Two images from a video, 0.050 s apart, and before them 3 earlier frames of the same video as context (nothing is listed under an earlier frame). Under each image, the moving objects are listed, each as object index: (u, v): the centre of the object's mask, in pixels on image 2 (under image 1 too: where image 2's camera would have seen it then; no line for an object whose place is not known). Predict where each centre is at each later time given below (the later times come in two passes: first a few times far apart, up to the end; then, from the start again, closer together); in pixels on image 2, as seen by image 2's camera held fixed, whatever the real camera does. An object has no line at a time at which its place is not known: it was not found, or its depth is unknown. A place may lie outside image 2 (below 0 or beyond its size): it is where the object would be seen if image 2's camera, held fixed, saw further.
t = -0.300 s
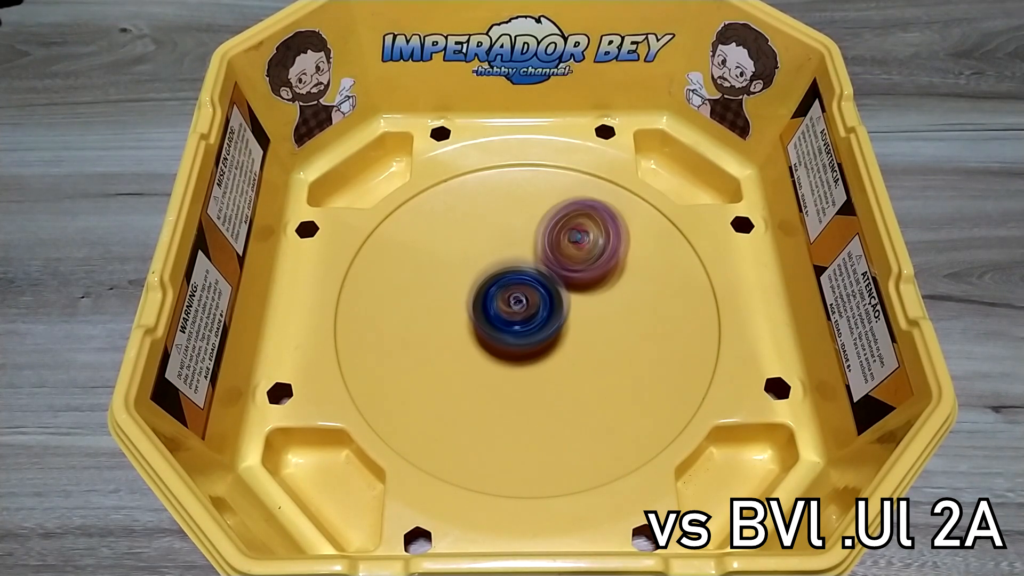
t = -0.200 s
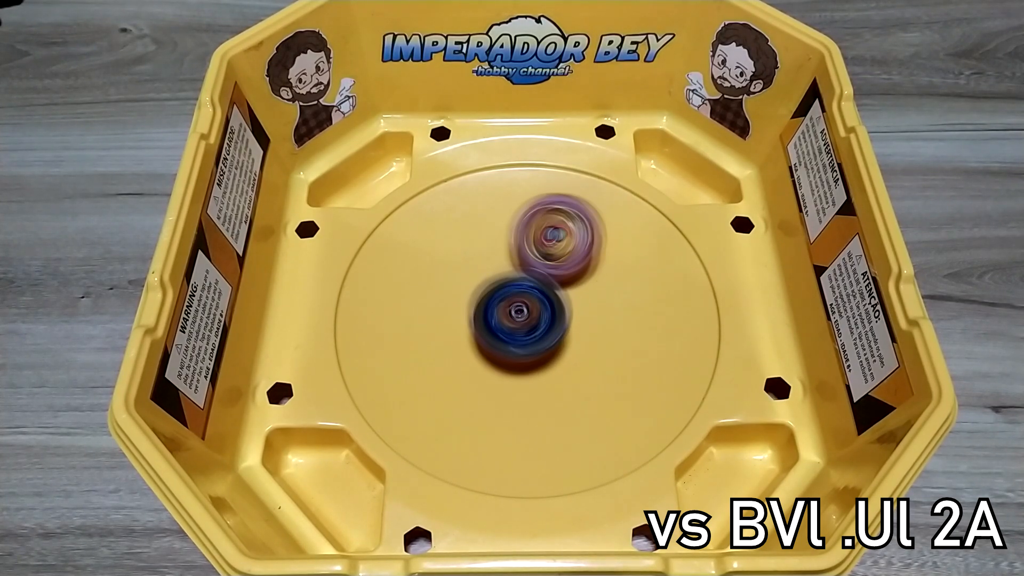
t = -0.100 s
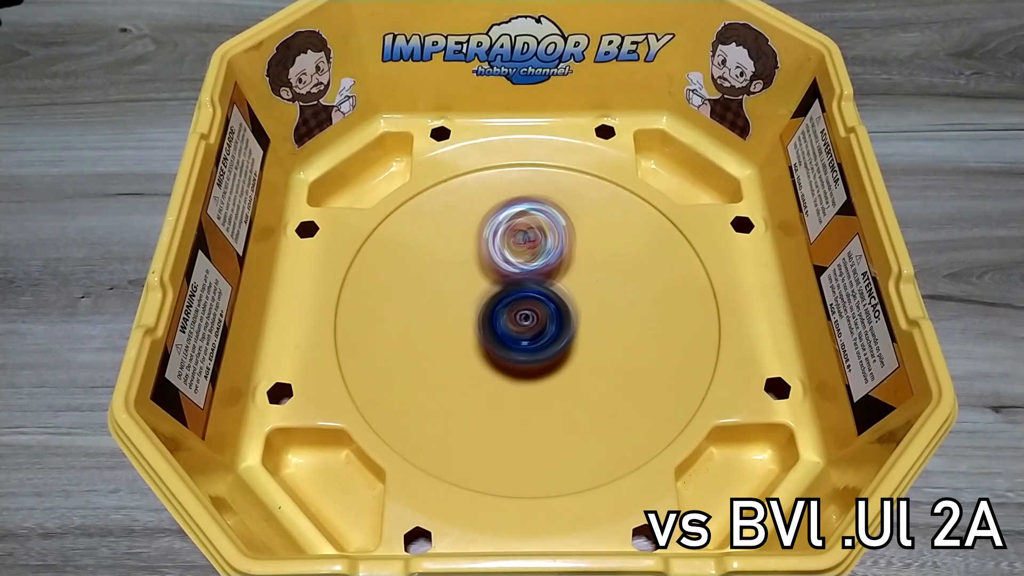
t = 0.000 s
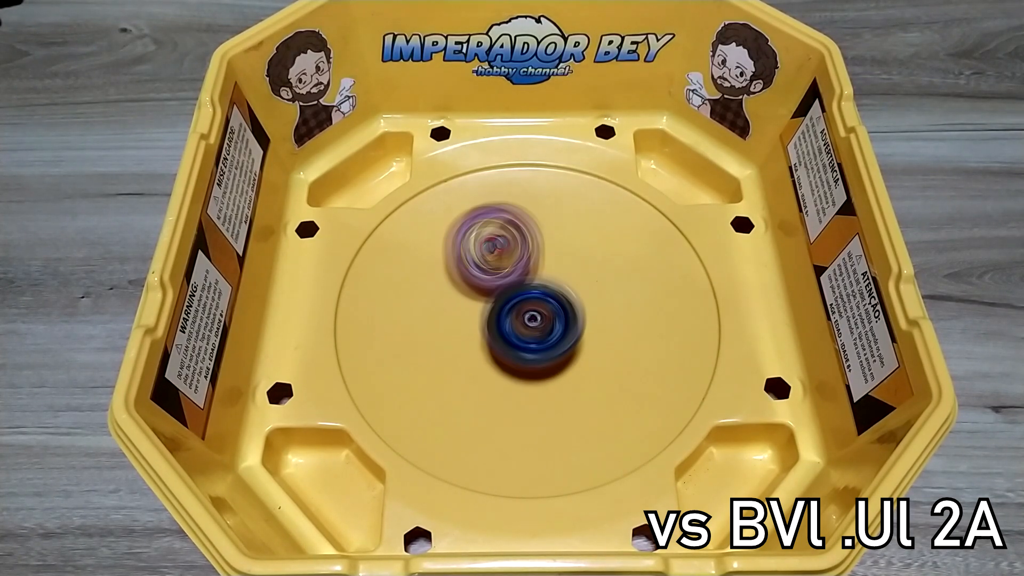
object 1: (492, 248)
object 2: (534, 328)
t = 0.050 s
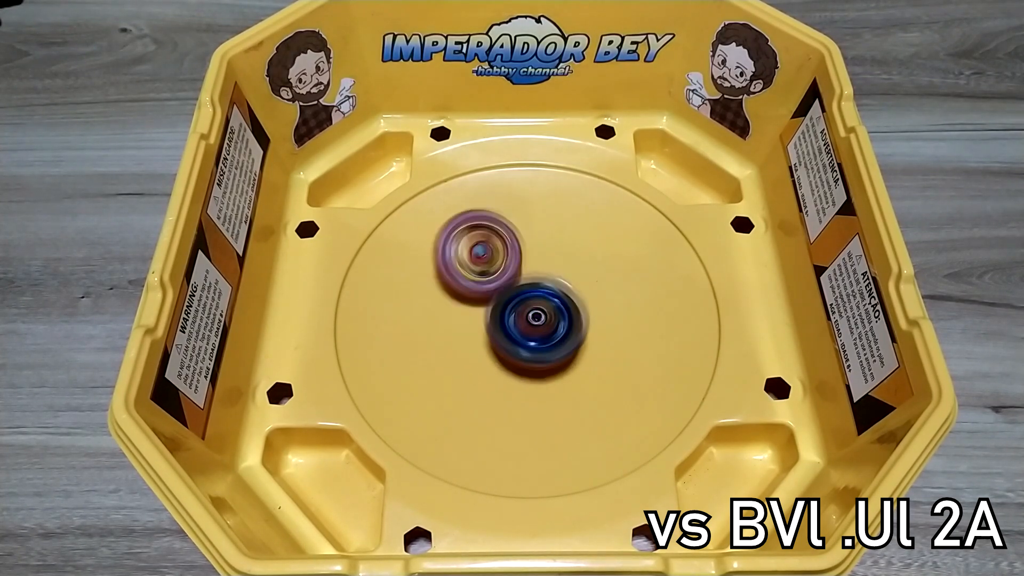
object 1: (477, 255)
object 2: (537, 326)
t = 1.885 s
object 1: (457, 253)
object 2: (522, 311)
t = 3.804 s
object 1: (438, 323)
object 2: (546, 301)
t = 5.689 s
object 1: (498, 293)
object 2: (546, 374)
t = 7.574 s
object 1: (499, 294)
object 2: (585, 282)
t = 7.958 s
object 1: (499, 294)
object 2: (585, 282)
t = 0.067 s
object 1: (473, 257)
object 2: (538, 326)
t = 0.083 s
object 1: (468, 262)
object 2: (539, 324)
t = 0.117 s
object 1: (460, 268)
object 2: (540, 322)
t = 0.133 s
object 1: (456, 270)
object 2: (540, 321)
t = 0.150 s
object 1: (452, 274)
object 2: (540, 318)
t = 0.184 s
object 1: (445, 281)
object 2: (541, 315)
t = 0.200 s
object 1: (443, 282)
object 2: (541, 314)
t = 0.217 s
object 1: (439, 288)
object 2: (540, 313)
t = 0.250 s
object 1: (434, 296)
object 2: (540, 309)
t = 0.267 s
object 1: (434, 297)
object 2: (539, 308)
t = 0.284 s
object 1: (432, 302)
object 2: (539, 305)
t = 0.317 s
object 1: (431, 310)
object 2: (537, 304)
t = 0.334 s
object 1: (430, 312)
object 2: (536, 302)
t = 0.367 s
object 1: (431, 319)
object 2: (533, 298)
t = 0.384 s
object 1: (431, 324)
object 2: (531, 297)
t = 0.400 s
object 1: (432, 325)
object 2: (531, 297)
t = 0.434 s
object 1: (434, 331)
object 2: (526, 295)
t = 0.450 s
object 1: (437, 335)
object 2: (524, 294)
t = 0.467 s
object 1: (438, 338)
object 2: (523, 293)
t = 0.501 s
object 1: (444, 344)
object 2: (521, 291)
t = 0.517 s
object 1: (447, 346)
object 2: (517, 291)
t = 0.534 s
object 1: (449, 350)
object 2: (517, 291)
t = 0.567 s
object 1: (454, 356)
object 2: (517, 289)
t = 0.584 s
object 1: (459, 361)
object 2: (517, 287)
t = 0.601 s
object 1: (463, 364)
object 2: (517, 286)
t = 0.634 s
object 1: (473, 370)
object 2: (517, 282)
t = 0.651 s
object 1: (478, 374)
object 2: (516, 281)
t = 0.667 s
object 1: (483, 374)
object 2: (516, 280)
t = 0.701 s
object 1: (495, 378)
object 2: (516, 279)
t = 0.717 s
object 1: (501, 381)
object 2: (516, 279)
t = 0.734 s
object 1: (508, 380)
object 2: (516, 278)
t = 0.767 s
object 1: (520, 382)
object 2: (515, 277)
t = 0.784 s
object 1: (525, 384)
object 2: (514, 277)
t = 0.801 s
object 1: (532, 382)
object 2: (514, 277)
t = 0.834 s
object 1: (545, 380)
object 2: (515, 276)
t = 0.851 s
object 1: (550, 381)
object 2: (514, 277)
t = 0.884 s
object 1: (563, 378)
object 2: (513, 279)
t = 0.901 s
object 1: (569, 375)
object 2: (514, 279)
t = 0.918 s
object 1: (572, 374)
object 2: (514, 279)
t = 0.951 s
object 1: (582, 369)
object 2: (515, 284)
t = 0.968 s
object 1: (589, 365)
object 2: (516, 285)
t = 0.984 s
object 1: (591, 363)
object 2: (518, 287)
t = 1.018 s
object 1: (601, 354)
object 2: (518, 289)
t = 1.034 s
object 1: (604, 352)
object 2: (520, 291)
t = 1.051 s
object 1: (606, 348)
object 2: (521, 294)
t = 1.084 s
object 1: (611, 340)
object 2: (523, 297)
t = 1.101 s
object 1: (613, 336)
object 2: (526, 299)
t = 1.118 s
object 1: (614, 332)
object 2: (527, 300)
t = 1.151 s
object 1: (621, 323)
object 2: (529, 302)
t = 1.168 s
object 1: (624, 320)
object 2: (529, 304)
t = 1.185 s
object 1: (625, 315)
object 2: (529, 304)
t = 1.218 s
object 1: (628, 306)
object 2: (528, 305)
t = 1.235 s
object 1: (627, 302)
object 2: (526, 307)
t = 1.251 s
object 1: (627, 298)
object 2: (525, 307)
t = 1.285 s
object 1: (625, 291)
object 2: (526, 307)
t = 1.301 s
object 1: (623, 286)
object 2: (525, 307)
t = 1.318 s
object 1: (622, 283)
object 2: (524, 309)
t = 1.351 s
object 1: (619, 276)
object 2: (523, 311)
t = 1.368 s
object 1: (616, 272)
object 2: (523, 311)
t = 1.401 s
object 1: (609, 266)
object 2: (523, 312)
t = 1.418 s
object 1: (607, 263)
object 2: (523, 313)
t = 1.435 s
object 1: (603, 260)
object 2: (522, 314)
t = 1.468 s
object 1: (595, 254)
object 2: (522, 314)
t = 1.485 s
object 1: (592, 252)
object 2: (522, 314)
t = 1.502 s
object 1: (587, 249)
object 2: (522, 315)
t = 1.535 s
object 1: (577, 245)
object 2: (522, 314)
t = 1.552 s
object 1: (573, 243)
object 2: (522, 315)
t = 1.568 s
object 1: (567, 242)
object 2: (522, 314)
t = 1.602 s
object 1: (556, 237)
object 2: (521, 313)
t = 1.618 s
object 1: (550, 236)
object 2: (521, 313)
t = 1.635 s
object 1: (543, 235)
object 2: (522, 313)
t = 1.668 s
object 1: (531, 233)
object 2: (521, 314)
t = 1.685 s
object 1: (525, 233)
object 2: (521, 314)
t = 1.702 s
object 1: (519, 234)
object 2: (521, 315)
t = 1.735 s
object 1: (507, 235)
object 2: (520, 316)
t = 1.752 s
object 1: (501, 237)
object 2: (521, 316)
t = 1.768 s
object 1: (494, 237)
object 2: (520, 316)
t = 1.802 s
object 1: (482, 241)
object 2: (522, 313)
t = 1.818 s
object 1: (477, 242)
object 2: (522, 312)
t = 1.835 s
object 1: (472, 244)
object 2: (522, 312)
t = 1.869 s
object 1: (462, 249)
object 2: (523, 311)
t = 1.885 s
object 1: (457, 253)
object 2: (522, 311)
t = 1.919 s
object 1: (450, 260)
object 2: (522, 309)
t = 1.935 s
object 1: (446, 262)
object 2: (523, 309)
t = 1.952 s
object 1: (442, 266)
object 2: (523, 307)
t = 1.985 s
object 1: (437, 274)
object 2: (522, 307)
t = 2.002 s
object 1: (434, 277)
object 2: (521, 306)
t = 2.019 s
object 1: (432, 282)
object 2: (521, 304)
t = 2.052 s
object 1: (429, 291)
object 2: (522, 304)
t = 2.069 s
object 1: (428, 293)
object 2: (520, 304)
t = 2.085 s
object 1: (427, 300)
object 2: (519, 303)
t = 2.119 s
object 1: (426, 309)
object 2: (519, 301)
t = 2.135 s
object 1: (426, 311)
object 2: (519, 300)
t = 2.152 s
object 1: (427, 318)
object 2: (518, 300)
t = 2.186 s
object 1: (429, 327)
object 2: (519, 299)
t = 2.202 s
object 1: (430, 329)
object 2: (520, 298)
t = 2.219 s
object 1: (434, 333)
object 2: (521, 297)
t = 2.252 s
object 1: (438, 342)
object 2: (522, 295)
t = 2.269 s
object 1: (443, 344)
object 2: (523, 296)
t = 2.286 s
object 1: (447, 350)
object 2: (524, 297)
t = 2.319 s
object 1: (455, 356)
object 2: (524, 296)
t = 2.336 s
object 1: (460, 358)
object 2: (526, 295)
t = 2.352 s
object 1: (467, 363)
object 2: (527, 294)
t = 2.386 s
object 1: (477, 369)
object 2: (527, 293)
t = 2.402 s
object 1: (484, 370)
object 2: (528, 292)
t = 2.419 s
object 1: (490, 373)
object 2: (529, 291)
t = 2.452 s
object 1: (501, 375)
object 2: (531, 292)
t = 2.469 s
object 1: (507, 376)
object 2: (530, 290)
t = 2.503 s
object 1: (522, 376)
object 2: (532, 290)
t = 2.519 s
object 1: (529, 376)
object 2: (532, 290)
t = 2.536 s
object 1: (536, 376)
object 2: (532, 289)
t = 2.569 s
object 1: (551, 375)
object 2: (532, 288)
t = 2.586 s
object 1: (556, 375)
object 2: (532, 288)
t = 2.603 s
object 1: (564, 373)
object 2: (533, 288)
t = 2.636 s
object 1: (576, 367)
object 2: (533, 289)
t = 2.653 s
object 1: (579, 365)
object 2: (533, 289)
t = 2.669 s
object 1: (585, 363)
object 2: (532, 290)
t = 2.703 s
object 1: (596, 357)
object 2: (532, 291)
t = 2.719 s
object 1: (598, 355)
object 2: (532, 293)
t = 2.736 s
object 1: (605, 350)
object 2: (533, 294)
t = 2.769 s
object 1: (610, 343)
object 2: (534, 295)
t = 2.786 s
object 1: (612, 339)
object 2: (534, 295)
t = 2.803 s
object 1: (618, 335)
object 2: (534, 295)
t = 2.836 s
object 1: (621, 328)
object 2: (531, 297)
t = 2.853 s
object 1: (622, 324)
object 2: (530, 297)
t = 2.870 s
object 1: (623, 320)
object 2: (529, 297)
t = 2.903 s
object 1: (623, 311)
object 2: (528, 299)
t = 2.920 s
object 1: (623, 309)
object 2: (527, 299)
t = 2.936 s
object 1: (622, 303)
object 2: (527, 299)
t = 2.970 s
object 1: (620, 295)
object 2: (525, 299)
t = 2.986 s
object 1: (618, 292)
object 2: (524, 300)
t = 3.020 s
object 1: (614, 285)
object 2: (522, 303)
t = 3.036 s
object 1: (611, 281)
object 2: (522, 304)
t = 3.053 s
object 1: (610, 279)
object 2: (522, 305)
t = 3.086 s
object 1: (603, 271)
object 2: (522, 308)
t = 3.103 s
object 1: (599, 266)
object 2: (522, 308)
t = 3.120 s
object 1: (597, 265)
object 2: (522, 309)
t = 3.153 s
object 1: (587, 257)
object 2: (519, 311)
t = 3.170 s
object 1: (581, 252)
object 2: (516, 313)
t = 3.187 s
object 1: (579, 251)
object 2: (515, 315)
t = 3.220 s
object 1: (571, 247)
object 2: (512, 319)
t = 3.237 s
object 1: (563, 245)
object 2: (509, 321)
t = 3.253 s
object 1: (562, 244)
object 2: (508, 324)
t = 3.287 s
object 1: (552, 244)
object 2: (506, 330)
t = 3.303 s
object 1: (547, 242)
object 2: (505, 332)
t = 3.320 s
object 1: (542, 242)
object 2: (504, 335)
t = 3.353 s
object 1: (530, 244)
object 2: (503, 338)
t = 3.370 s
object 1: (524, 244)
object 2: (505, 340)
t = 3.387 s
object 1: (519, 244)
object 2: (506, 342)
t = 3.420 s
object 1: (507, 245)
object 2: (509, 344)
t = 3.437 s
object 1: (502, 247)
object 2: (510, 345)
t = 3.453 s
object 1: (497, 249)
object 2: (512, 345)
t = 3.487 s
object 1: (488, 252)
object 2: (515, 345)
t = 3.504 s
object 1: (482, 255)
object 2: (517, 344)
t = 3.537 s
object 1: (474, 260)
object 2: (521, 341)
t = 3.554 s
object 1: (471, 263)
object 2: (522, 339)
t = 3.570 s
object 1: (467, 264)
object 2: (523, 338)
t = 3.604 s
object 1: (459, 273)
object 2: (525, 334)
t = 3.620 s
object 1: (456, 277)
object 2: (526, 330)
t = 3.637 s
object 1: (455, 279)
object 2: (528, 328)
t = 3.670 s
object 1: (448, 290)
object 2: (530, 324)
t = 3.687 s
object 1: (447, 294)
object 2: (531, 322)
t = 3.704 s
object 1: (445, 296)
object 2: (535, 318)
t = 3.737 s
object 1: (438, 306)
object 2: (539, 313)
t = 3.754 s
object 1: (438, 310)
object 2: (541, 310)
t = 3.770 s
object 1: (438, 313)
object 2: (543, 308)
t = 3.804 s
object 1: (438, 323)
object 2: (546, 301)
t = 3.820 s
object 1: (440, 329)
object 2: (547, 298)
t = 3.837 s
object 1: (441, 332)
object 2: (549, 294)
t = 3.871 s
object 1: (446, 341)
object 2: (548, 289)
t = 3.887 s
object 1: (448, 347)
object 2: (548, 286)
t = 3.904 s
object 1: (451, 349)
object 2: (548, 283)
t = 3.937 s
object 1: (458, 355)
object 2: (546, 278)
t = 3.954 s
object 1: (463, 360)
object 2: (545, 275)
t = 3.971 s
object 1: (467, 362)
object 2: (543, 273)
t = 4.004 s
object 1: (477, 366)
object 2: (539, 270)
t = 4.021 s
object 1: (482, 370)
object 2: (537, 270)
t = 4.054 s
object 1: (493, 373)
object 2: (532, 269)
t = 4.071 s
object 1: (499, 373)
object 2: (529, 269)
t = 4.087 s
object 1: (507, 374)
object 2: (527, 269)
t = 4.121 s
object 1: (517, 375)
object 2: (522, 271)
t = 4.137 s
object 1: (525, 374)
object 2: (521, 272)
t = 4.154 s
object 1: (530, 374)
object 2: (519, 274)
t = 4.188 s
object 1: (542, 369)
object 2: (514, 277)
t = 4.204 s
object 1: (547, 368)
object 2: (513, 279)
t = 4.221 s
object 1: (554, 366)
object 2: (512, 281)
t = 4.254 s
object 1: (564, 361)
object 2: (510, 287)
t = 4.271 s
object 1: (569, 357)
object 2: (509, 289)
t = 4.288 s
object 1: (572, 353)
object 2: (510, 292)
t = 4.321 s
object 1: (581, 347)
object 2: (511, 297)
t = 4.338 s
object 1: (587, 345)
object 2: (511, 300)
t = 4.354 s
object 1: (590, 341)
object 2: (510, 302)
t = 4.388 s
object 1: (598, 334)
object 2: (510, 304)
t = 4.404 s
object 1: (602, 330)
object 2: (508, 304)
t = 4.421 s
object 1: (602, 325)
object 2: (507, 305)
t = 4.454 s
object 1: (606, 318)
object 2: (504, 307)
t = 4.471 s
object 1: (607, 312)
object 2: (502, 307)
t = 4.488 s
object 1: (607, 308)
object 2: (501, 307)
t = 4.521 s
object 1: (606, 298)
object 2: (500, 310)
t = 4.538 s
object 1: (605, 294)
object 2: (499, 310)
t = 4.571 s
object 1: (602, 286)
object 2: (499, 312)
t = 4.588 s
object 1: (600, 281)
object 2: (499, 313)
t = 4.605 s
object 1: (597, 278)
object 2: (500, 315)
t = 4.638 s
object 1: (593, 271)
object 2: (503, 316)
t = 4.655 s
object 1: (590, 269)
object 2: (503, 316)
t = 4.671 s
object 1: (585, 265)
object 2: (502, 316)
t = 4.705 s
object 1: (576, 260)
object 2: (503, 318)
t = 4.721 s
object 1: (575, 259)
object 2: (504, 318)
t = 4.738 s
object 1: (570, 255)
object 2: (506, 317)
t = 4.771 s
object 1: (560, 250)
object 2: (507, 318)
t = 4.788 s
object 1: (558, 249)
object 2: (507, 317)
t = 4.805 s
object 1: (549, 247)
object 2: (509, 317)
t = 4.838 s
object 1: (539, 244)
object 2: (513, 316)
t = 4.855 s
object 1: (535, 244)
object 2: (513, 319)
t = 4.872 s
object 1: (532, 241)
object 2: (510, 323)
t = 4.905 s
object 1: (525, 232)
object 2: (504, 335)
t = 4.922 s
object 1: (524, 229)
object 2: (501, 338)
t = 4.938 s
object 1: (522, 224)
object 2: (498, 339)
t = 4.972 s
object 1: (516, 218)
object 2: (495, 348)
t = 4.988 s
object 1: (514, 217)
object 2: (495, 350)
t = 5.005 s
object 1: (510, 217)
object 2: (494, 349)
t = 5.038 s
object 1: (504, 219)
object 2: (492, 352)
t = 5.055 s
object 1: (503, 220)
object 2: (491, 352)
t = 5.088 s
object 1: (498, 222)
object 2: (489, 353)
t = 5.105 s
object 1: (495, 225)
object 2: (490, 353)
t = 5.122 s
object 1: (493, 226)
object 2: (488, 350)
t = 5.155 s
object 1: (491, 232)
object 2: (490, 348)
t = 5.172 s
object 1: (490, 235)
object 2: (489, 348)
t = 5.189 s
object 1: (489, 238)
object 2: (489, 345)
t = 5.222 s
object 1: (486, 246)
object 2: (490, 342)
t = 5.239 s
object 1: (485, 248)
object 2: (491, 340)
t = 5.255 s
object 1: (484, 252)
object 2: (493, 338)
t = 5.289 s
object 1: (482, 257)
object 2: (495, 340)
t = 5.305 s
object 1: (479, 261)
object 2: (498, 345)
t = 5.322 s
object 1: (478, 262)
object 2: (500, 344)
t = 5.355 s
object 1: (476, 266)
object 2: (503, 345)
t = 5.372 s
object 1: (477, 271)
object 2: (506, 348)
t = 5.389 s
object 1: (477, 272)
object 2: (510, 349)
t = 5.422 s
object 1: (476, 277)
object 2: (520, 355)
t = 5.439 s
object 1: (475, 279)
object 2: (521, 357)
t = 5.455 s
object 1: (476, 280)
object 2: (527, 357)
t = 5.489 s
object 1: (480, 284)
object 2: (532, 361)
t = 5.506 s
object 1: (483, 287)
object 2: (534, 364)
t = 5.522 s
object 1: (485, 289)
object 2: (538, 366)
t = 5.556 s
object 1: (489, 292)
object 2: (542, 366)
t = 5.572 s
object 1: (491, 295)
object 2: (544, 368)
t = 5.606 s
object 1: (493, 296)
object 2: (548, 370)
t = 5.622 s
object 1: (494, 297)
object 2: (548, 371)
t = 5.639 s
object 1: (495, 299)
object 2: (548, 372)
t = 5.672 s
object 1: (498, 295)
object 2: (548, 373)
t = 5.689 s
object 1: (498, 293)
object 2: (546, 374)
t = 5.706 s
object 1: (498, 293)
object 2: (546, 373)
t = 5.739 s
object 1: (500, 291)
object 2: (544, 374)
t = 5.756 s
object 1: (501, 291)
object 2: (543, 373)
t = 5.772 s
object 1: (503, 290)
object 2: (543, 372)
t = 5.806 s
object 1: (507, 290)
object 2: (541, 371)
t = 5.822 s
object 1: (508, 289)
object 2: (542, 368)
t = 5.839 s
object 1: (509, 286)
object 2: (544, 368)
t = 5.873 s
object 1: (508, 283)
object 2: (544, 365)
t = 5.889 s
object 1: (508, 280)
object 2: (545, 363)
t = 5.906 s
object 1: (506, 279)
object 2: (547, 362)
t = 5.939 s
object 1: (504, 276)
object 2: (547, 358)
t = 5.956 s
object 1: (505, 275)
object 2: (548, 355)
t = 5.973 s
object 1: (507, 273)
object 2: (549, 355)
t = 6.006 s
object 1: (509, 270)
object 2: (551, 352)
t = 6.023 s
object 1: (510, 269)
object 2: (552, 350)
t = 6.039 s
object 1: (511, 268)
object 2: (553, 350)
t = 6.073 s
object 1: (510, 265)
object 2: (557, 347)
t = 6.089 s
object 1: (510, 266)
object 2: (558, 345)
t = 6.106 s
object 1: (510, 267)
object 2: (558, 345)
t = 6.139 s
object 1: (509, 268)
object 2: (562, 345)
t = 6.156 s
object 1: (511, 269)
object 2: (562, 344)
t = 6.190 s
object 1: (513, 271)
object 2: (561, 346)
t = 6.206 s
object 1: (515, 271)
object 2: (561, 347)
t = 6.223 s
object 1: (516, 272)
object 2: (561, 347)
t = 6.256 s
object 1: (518, 276)
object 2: (561, 347)
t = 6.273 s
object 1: (517, 277)
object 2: (561, 347)
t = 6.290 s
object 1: (517, 274)
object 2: (562, 347)
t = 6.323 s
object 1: (512, 278)
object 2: (565, 346)
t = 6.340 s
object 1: (509, 277)
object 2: (568, 343)
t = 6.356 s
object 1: (508, 276)
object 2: (568, 346)
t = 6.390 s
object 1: (503, 274)
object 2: (567, 344)
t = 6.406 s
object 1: (501, 274)
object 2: (567, 344)
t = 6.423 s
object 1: (501, 274)
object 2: (567, 343)
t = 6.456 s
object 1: (500, 274)
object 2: (568, 343)
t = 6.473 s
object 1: (501, 274)
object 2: (568, 343)
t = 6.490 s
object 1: (501, 273)
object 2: (568, 341)
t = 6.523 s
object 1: (501, 272)
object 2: (565, 335)
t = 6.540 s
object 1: (502, 272)
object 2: (564, 335)
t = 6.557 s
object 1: (502, 271)
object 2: (564, 331)
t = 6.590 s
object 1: (501, 270)
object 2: (566, 326)
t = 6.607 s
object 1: (498, 272)
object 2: (566, 323)
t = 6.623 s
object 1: (498, 272)
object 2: (568, 321)
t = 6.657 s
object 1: (499, 273)
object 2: (570, 318)
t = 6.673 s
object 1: (499, 274)
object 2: (570, 318)
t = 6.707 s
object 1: (498, 276)
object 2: (576, 317)
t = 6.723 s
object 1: (498, 277)
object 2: (579, 314)
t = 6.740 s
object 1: (498, 278)
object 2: (580, 313)
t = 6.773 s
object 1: (499, 280)
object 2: (584, 310)
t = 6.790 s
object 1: (499, 280)
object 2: (585, 306)
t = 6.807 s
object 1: (499, 281)
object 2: (587, 303)
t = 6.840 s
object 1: (499, 282)
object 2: (587, 299)
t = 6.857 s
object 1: (500, 282)
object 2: (587, 298)
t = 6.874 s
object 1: (501, 282)
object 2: (588, 296)
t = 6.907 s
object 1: (502, 280)
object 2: (588, 294)
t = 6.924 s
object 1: (502, 280)
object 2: (588, 294)
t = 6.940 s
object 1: (502, 278)
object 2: (589, 292)
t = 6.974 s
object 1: (502, 276)
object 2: (589, 290)
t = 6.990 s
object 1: (501, 276)
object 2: (589, 289)
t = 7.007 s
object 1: (500, 275)
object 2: (588, 288)
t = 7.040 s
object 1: (500, 275)
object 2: (587, 285)
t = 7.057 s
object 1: (500, 277)
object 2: (587, 285)
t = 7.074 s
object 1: (500, 278)
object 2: (586, 283)
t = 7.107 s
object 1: (497, 281)
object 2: (586, 281)
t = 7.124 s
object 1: (496, 281)
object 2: (585, 281)
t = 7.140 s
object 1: (494, 284)
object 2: (585, 280)
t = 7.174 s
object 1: (493, 286)
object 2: (584, 279)
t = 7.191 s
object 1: (493, 287)
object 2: (584, 279)
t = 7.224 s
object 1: (494, 289)
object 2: (585, 280)
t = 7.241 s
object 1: (495, 290)
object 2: (585, 281)
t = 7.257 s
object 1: (495, 291)
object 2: (585, 282)
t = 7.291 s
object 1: (497, 292)
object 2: (585, 282)
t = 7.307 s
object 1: (498, 293)
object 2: (585, 282)
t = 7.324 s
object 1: (498, 293)
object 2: (585, 282)
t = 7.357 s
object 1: (499, 293)
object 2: (585, 281)
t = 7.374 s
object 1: (499, 294)
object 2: (584, 281)
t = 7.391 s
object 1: (499, 294)
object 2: (584, 280)
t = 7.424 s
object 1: (499, 293)
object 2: (584, 280)
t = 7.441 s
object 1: (499, 294)
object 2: (584, 280)
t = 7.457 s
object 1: (499, 294)
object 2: (584, 280)
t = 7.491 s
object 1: (499, 294)
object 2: (585, 281)
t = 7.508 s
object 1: (499, 294)
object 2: (585, 281)
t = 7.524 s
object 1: (499, 294)
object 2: (586, 282)
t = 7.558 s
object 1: (499, 294)
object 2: (586, 282)
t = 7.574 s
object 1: (499, 294)
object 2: (585, 282)
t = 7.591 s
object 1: (499, 294)
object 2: (585, 282)
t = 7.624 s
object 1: (499, 294)
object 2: (585, 281)
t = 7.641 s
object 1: (499, 294)
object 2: (585, 281)
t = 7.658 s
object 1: (499, 294)
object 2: (585, 281)
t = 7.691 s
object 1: (499, 294)
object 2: (585, 281)
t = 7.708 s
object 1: (499, 294)
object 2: (585, 281)
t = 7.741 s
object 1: (499, 294)
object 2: (585, 282)
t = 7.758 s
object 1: (499, 294)
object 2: (586, 282)
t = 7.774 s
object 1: (499, 294)
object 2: (585, 281)
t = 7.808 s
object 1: (499, 294)
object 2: (585, 281)
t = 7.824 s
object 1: (499, 294)
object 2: (585, 281)
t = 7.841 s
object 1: (499, 294)
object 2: (585, 281)
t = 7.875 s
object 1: (499, 294)
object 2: (585, 281)
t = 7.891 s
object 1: (499, 294)
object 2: (585, 281)
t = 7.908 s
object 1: (499, 294)
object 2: (585, 282)
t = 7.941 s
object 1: (499, 294)
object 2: (585, 282)
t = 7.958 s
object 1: (499, 294)
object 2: (585, 282)
